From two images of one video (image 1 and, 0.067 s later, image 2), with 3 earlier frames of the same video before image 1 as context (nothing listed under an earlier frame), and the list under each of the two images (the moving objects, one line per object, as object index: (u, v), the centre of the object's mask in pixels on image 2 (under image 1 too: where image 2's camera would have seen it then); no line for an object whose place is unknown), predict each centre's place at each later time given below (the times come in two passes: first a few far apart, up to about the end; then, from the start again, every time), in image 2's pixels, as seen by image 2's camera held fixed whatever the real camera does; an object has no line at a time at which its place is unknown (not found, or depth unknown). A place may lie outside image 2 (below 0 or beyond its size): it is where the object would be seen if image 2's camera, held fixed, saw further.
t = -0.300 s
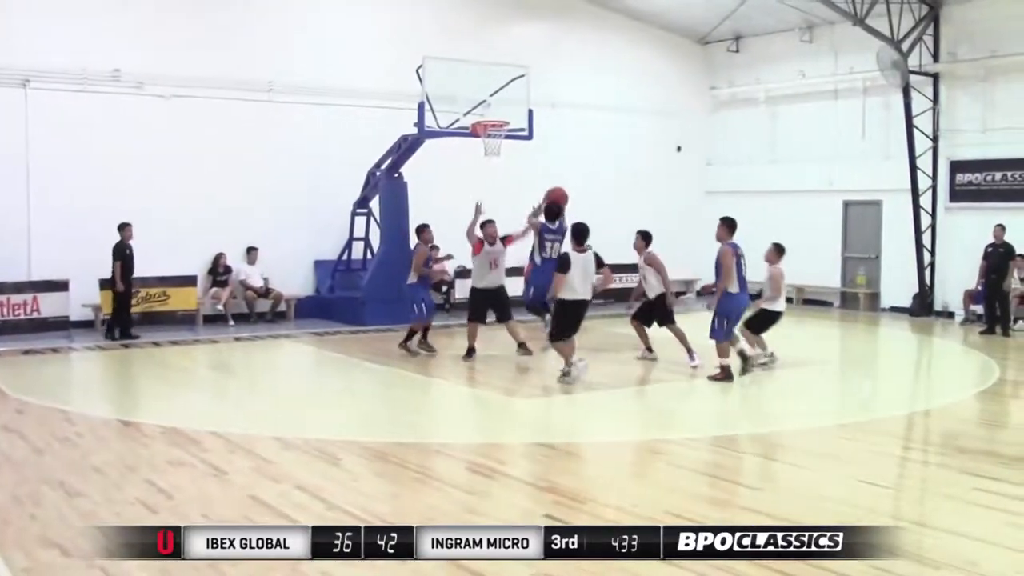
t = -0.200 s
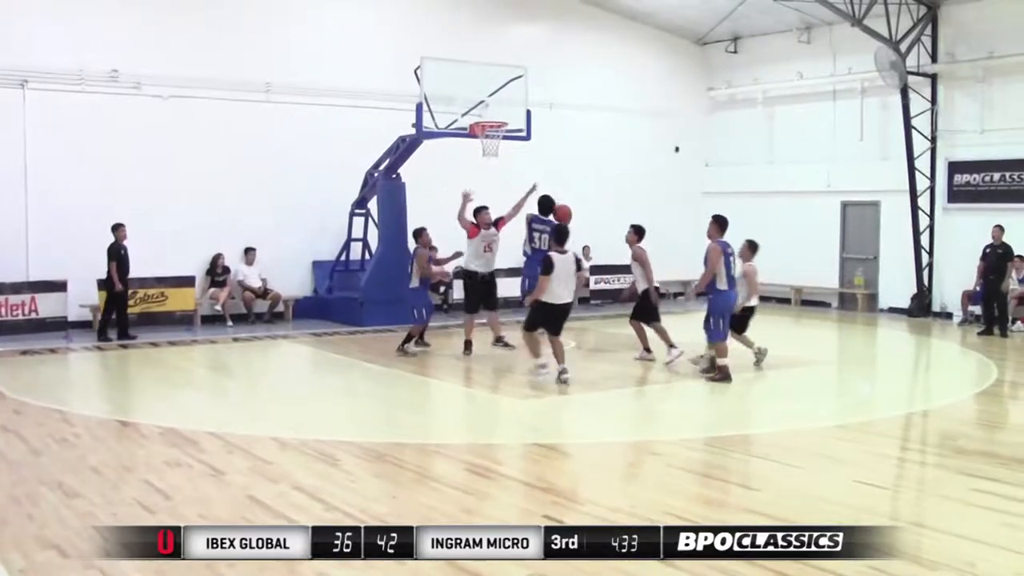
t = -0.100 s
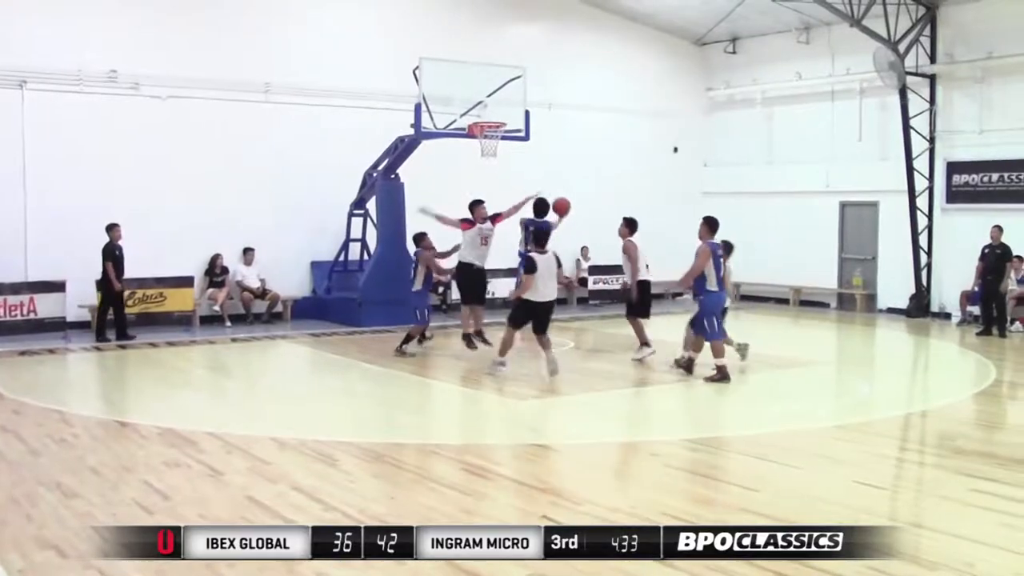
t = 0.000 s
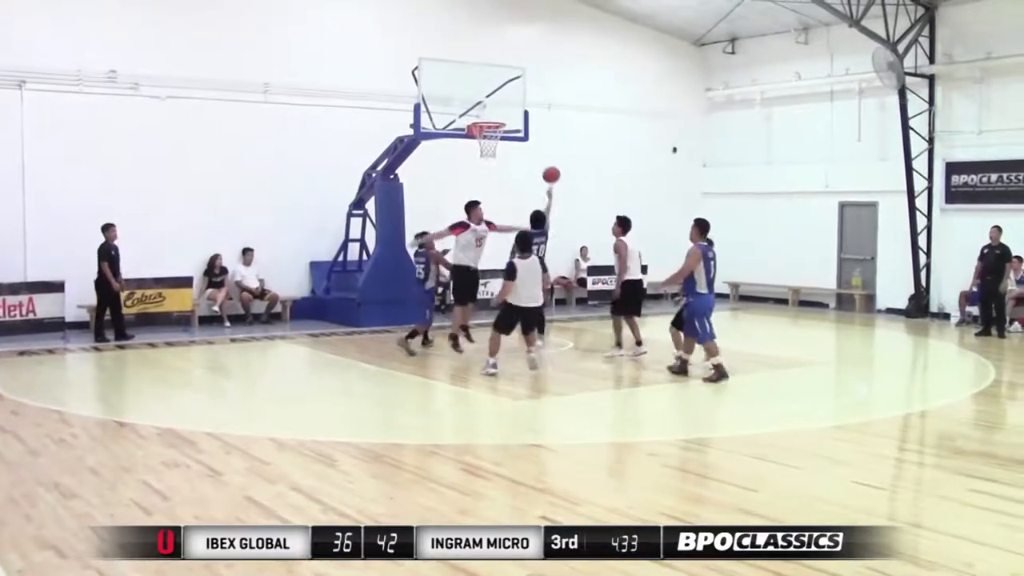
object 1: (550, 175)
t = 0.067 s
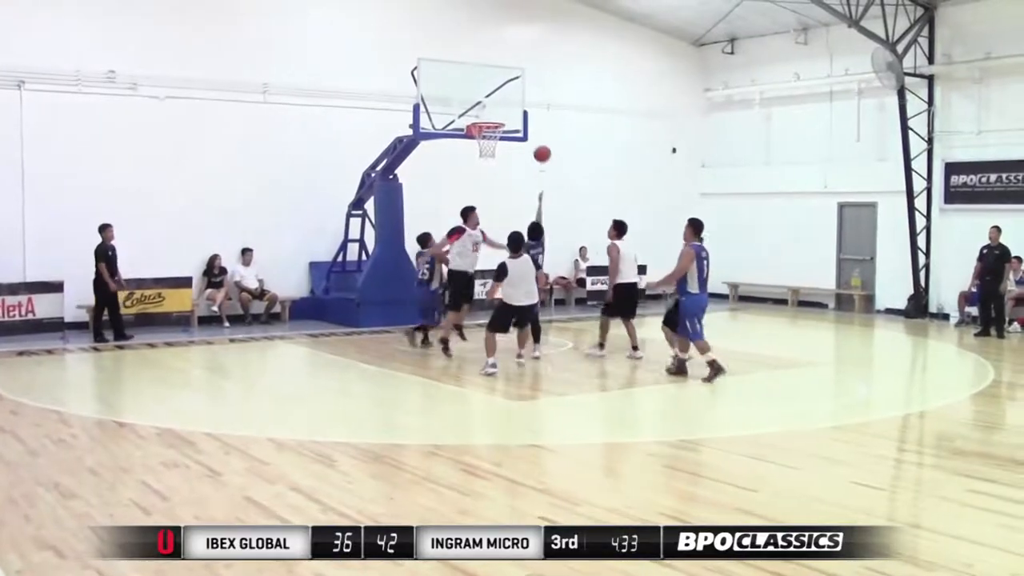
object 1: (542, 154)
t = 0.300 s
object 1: (513, 109)
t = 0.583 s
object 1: (479, 109)
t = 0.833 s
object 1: (494, 140)
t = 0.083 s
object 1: (540, 149)
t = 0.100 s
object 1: (538, 145)
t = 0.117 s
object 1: (535, 140)
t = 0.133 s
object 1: (533, 137)
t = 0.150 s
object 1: (532, 133)
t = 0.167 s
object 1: (530, 129)
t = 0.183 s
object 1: (527, 126)
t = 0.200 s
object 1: (525, 123)
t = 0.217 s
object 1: (523, 120)
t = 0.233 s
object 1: (521, 117)
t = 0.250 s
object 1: (519, 115)
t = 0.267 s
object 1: (517, 113)
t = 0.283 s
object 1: (515, 111)
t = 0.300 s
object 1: (513, 109)
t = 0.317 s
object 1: (511, 108)
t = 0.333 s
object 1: (509, 106)
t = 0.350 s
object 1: (506, 105)
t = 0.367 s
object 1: (504, 104)
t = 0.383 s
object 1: (502, 103)
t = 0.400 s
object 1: (500, 103)
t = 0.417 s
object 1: (498, 102)
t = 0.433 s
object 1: (497, 102)
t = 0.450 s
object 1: (495, 102)
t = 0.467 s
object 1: (493, 103)
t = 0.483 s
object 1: (491, 103)
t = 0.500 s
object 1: (489, 104)
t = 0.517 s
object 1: (487, 104)
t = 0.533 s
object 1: (485, 106)
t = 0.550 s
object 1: (483, 107)
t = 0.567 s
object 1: (481, 108)
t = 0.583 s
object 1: (479, 109)
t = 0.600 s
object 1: (477, 111)
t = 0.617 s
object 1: (476, 112)
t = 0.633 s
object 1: (475, 113)
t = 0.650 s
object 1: (476, 114)
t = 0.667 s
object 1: (478, 116)
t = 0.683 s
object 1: (479, 116)
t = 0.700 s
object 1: (481, 118)
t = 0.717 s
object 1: (482, 120)
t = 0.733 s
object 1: (484, 121)
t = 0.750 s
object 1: (486, 123)
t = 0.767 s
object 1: (487, 122)
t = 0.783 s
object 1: (488, 132)
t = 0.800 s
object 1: (490, 134)
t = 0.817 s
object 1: (491, 137)
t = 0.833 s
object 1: (494, 140)
